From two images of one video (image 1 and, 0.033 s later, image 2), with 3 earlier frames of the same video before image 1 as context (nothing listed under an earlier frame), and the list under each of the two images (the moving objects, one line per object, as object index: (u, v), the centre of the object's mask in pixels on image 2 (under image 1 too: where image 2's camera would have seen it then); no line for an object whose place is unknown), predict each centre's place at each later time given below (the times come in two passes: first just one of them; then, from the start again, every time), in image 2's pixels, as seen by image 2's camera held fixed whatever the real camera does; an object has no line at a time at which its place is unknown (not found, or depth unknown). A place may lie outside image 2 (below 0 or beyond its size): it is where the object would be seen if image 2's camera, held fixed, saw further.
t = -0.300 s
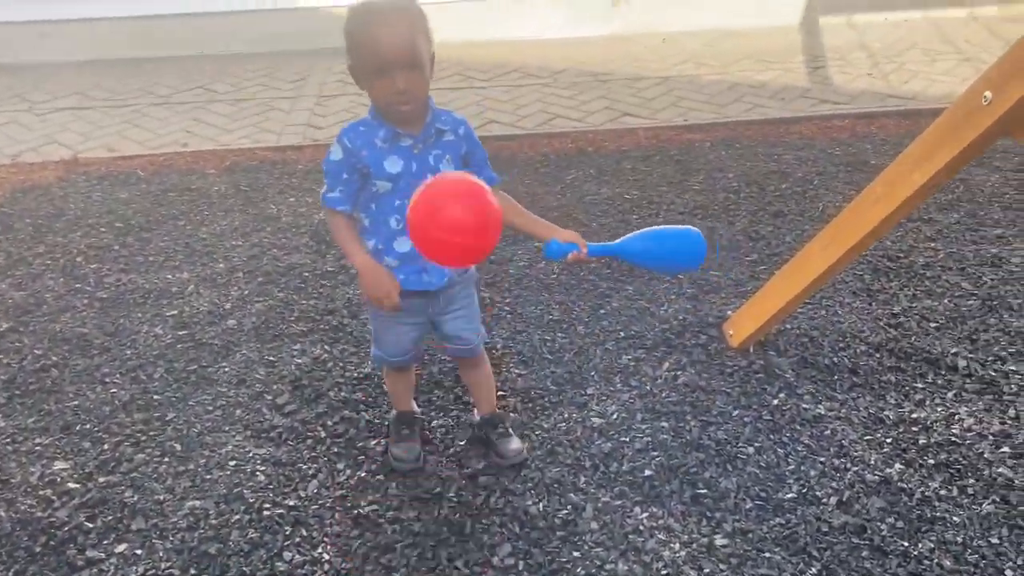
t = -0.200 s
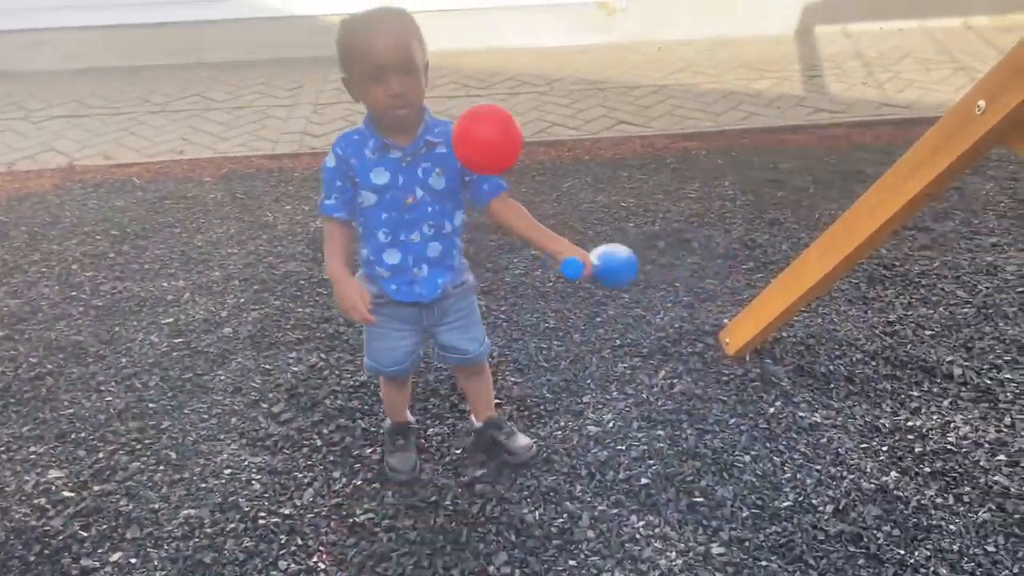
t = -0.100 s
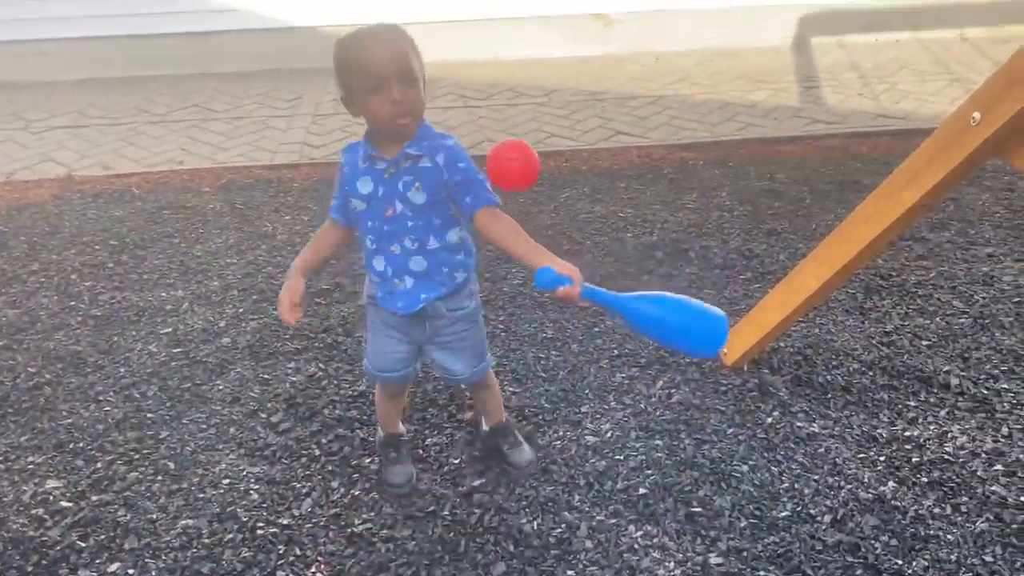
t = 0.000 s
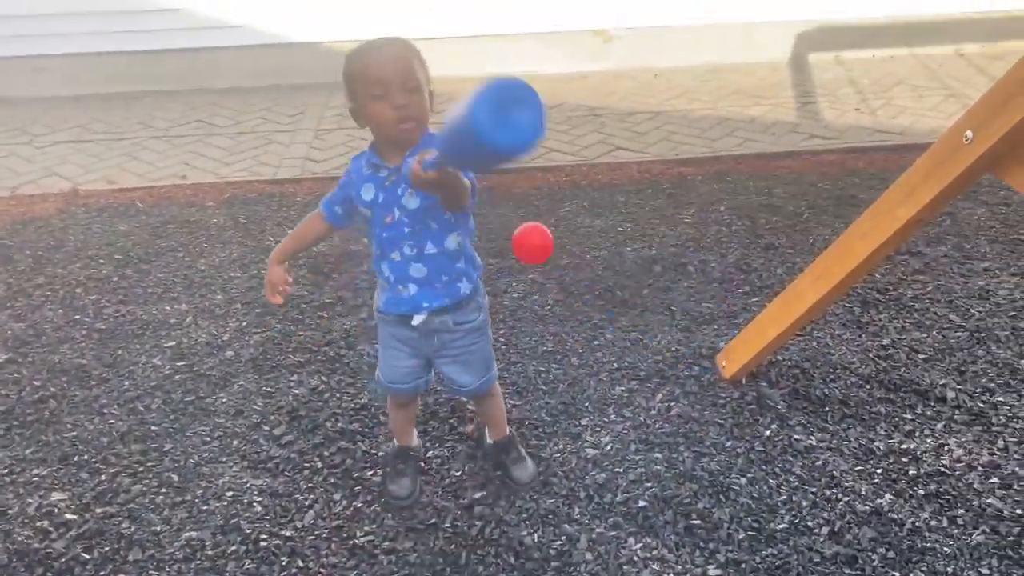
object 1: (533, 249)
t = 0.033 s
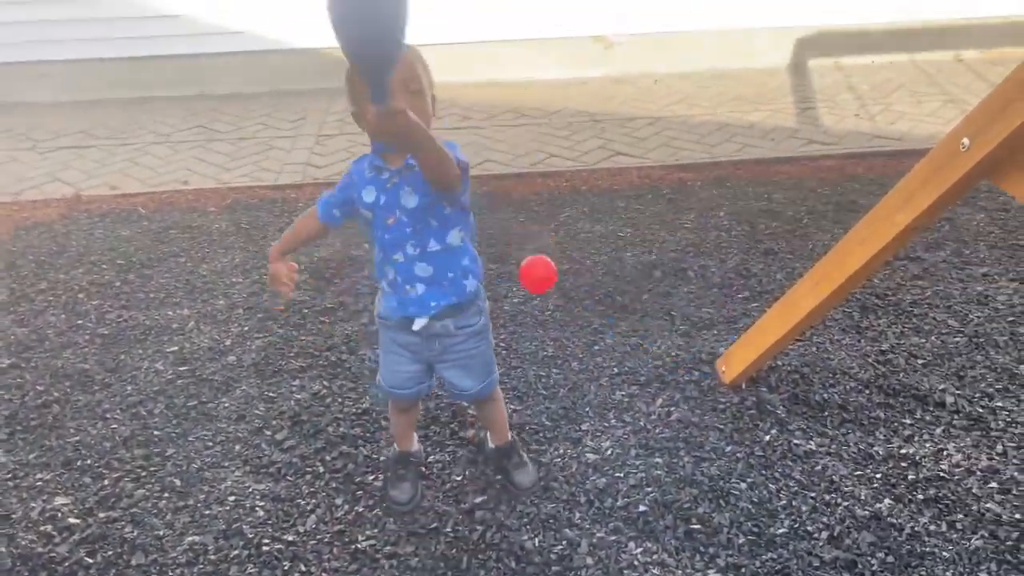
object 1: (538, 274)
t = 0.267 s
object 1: (551, 339)
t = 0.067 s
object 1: (542, 301)
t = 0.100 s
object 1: (545, 327)
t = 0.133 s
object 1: (548, 354)
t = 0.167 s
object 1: (550, 382)
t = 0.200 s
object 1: (551, 369)
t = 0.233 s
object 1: (551, 352)
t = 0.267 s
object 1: (551, 339)
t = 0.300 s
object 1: (551, 335)
